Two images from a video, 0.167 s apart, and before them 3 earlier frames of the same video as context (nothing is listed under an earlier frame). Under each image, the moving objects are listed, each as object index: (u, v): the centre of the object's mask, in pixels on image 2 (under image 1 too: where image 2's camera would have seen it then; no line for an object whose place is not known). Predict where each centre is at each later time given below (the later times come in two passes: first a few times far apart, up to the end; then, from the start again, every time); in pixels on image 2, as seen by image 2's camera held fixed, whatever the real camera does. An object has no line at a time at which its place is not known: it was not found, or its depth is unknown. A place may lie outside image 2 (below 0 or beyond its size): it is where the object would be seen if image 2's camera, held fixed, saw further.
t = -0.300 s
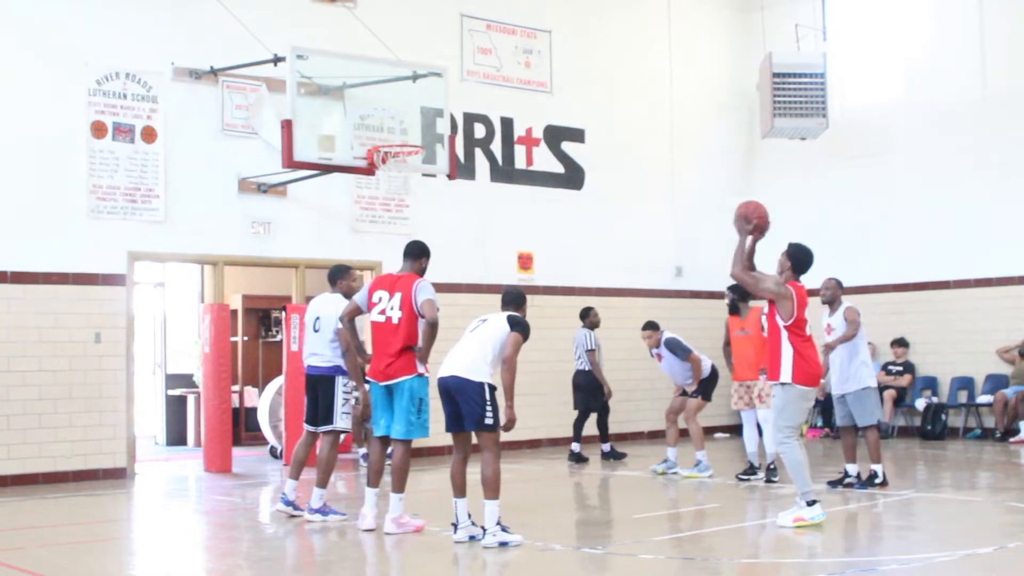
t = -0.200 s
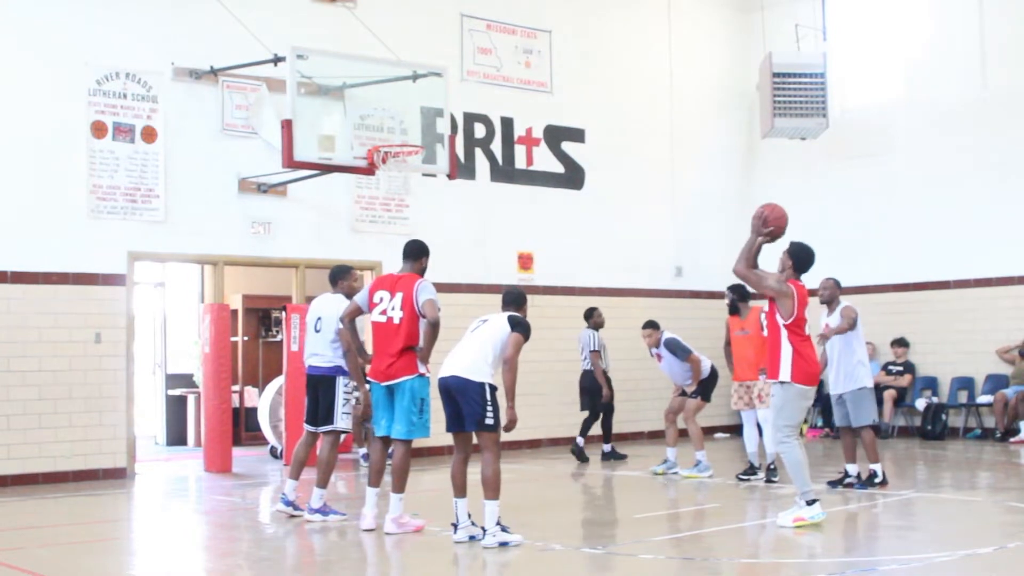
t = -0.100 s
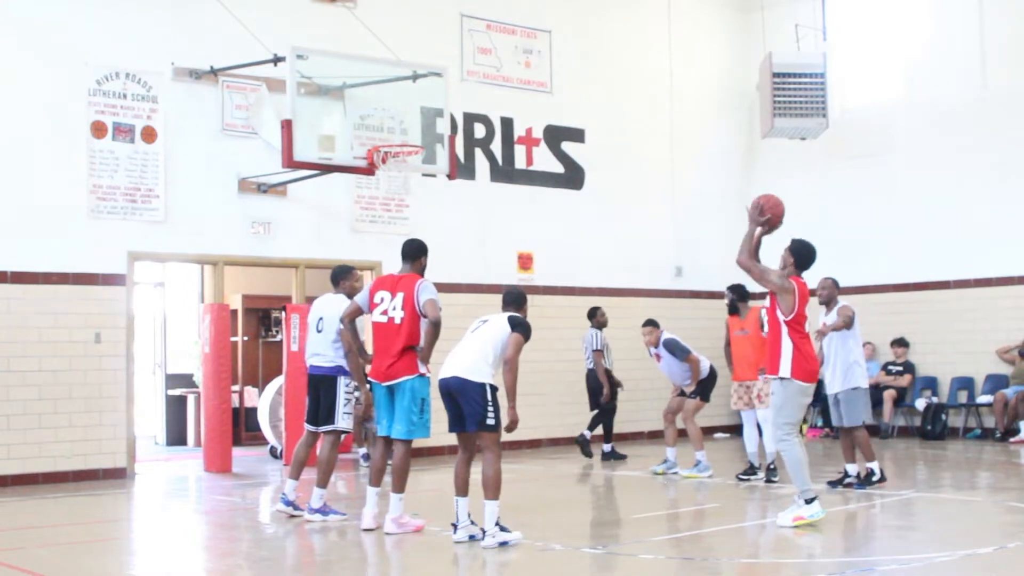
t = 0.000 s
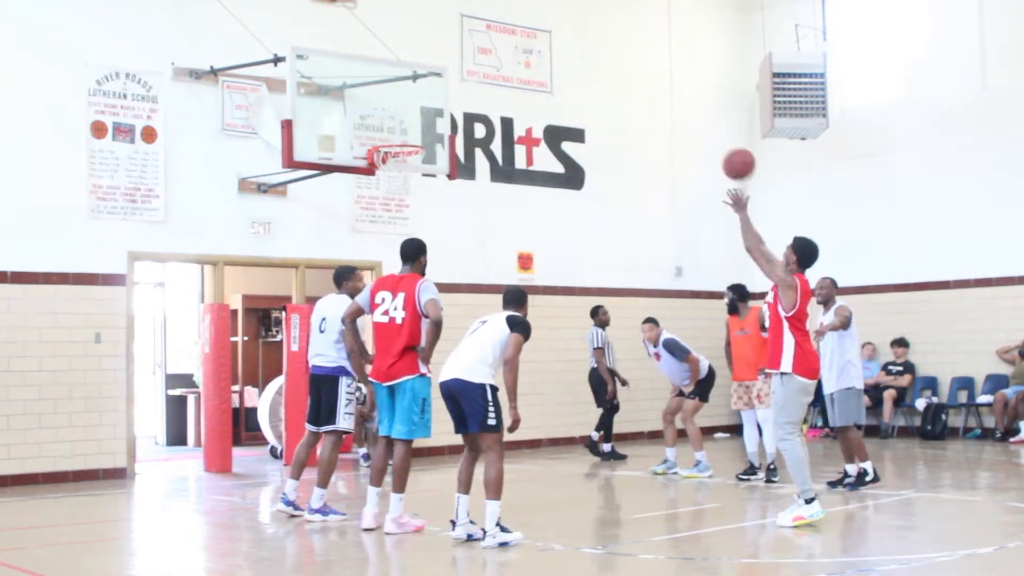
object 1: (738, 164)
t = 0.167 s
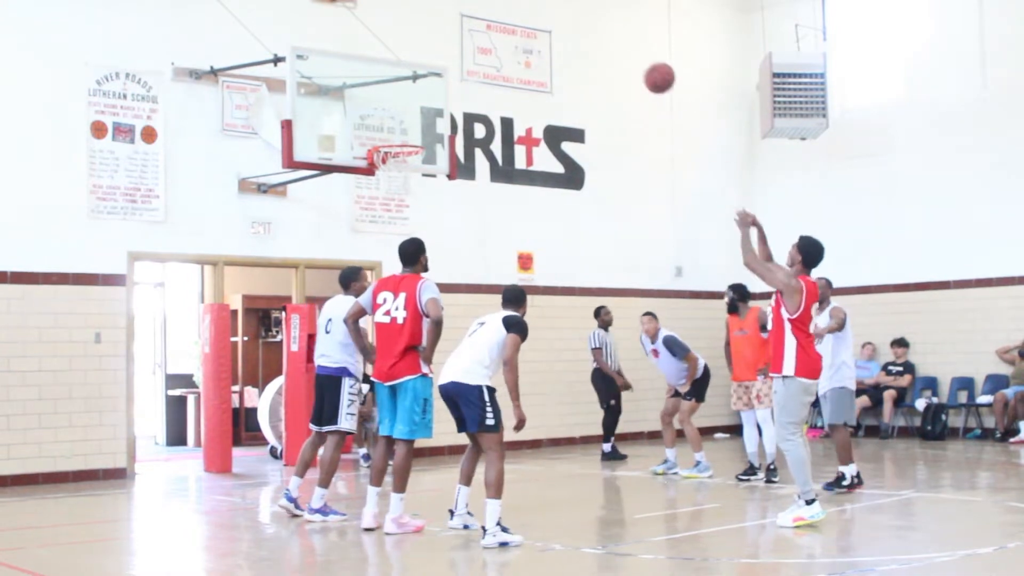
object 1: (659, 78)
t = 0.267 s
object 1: (617, 47)
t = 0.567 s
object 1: (508, 33)
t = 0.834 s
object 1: (428, 103)
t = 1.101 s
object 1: (398, 152)
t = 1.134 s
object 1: (404, 153)
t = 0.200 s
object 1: (644, 66)
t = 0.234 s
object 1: (630, 56)
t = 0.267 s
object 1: (617, 47)
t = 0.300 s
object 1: (603, 40)
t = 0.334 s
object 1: (590, 34)
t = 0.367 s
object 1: (578, 30)
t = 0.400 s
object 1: (565, 27)
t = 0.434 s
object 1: (553, 26)
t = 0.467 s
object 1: (541, 26)
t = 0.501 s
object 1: (530, 27)
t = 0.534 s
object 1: (519, 30)
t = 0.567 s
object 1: (508, 33)
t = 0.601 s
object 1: (497, 38)
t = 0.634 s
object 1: (487, 44)
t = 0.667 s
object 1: (476, 51)
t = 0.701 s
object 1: (466, 59)
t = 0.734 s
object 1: (456, 68)
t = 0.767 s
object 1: (447, 79)
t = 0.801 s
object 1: (437, 90)
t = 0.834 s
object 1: (428, 103)
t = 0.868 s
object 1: (419, 116)
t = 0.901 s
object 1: (410, 130)
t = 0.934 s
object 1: (404, 136)
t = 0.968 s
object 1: (399, 139)
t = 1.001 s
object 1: (396, 144)
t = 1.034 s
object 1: (392, 150)
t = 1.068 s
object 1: (394, 150)
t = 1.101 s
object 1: (398, 152)
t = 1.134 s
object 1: (404, 153)
